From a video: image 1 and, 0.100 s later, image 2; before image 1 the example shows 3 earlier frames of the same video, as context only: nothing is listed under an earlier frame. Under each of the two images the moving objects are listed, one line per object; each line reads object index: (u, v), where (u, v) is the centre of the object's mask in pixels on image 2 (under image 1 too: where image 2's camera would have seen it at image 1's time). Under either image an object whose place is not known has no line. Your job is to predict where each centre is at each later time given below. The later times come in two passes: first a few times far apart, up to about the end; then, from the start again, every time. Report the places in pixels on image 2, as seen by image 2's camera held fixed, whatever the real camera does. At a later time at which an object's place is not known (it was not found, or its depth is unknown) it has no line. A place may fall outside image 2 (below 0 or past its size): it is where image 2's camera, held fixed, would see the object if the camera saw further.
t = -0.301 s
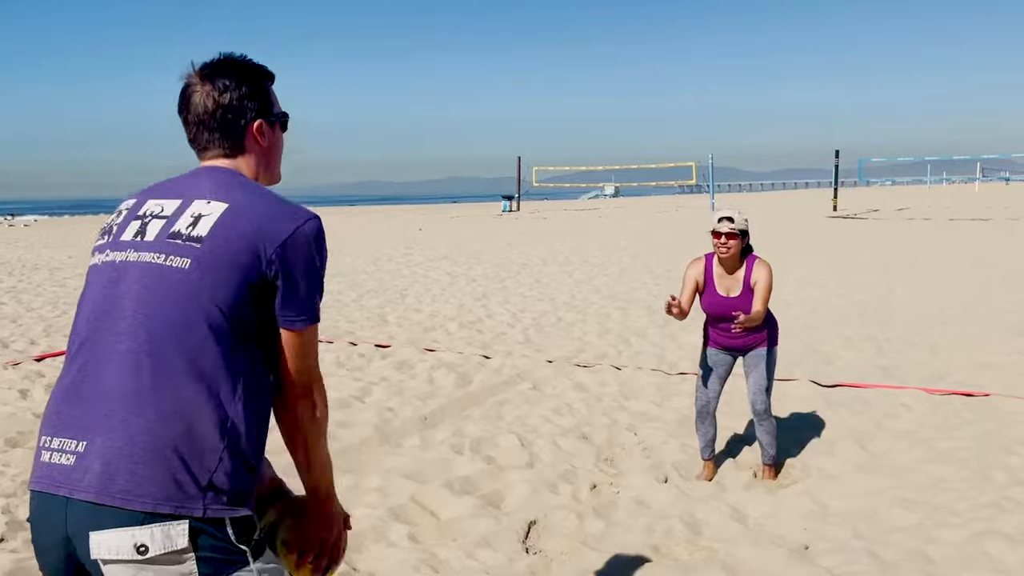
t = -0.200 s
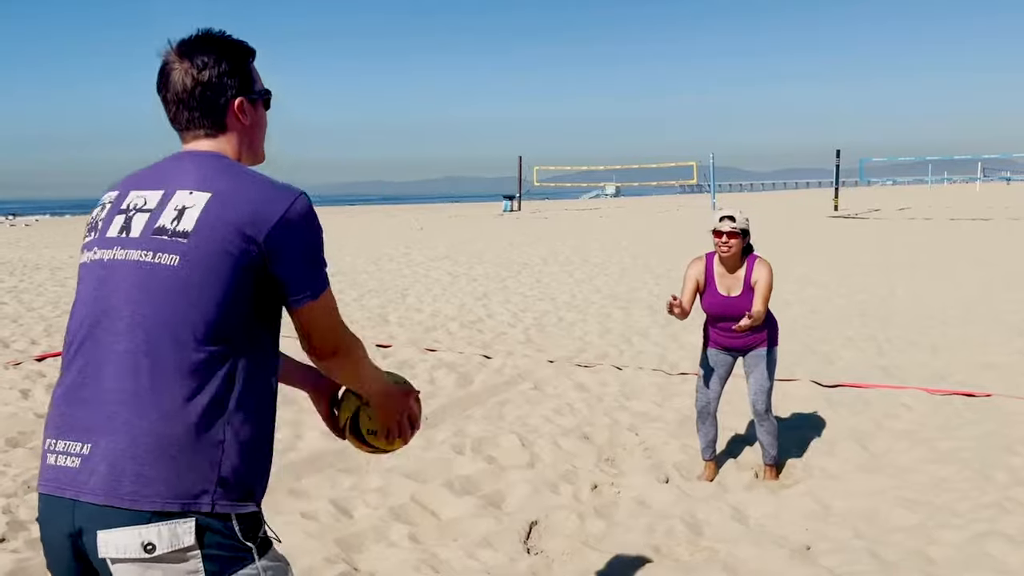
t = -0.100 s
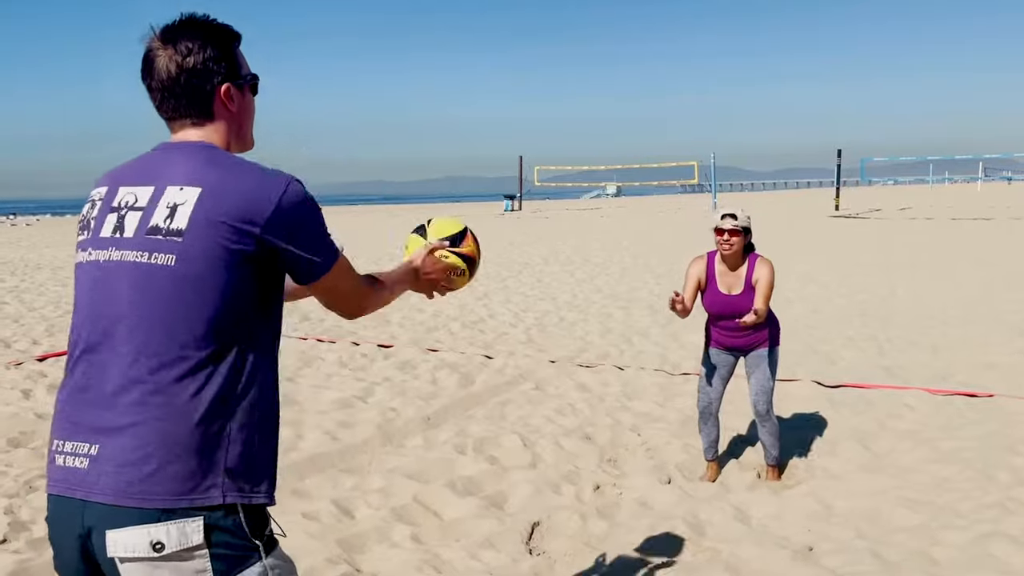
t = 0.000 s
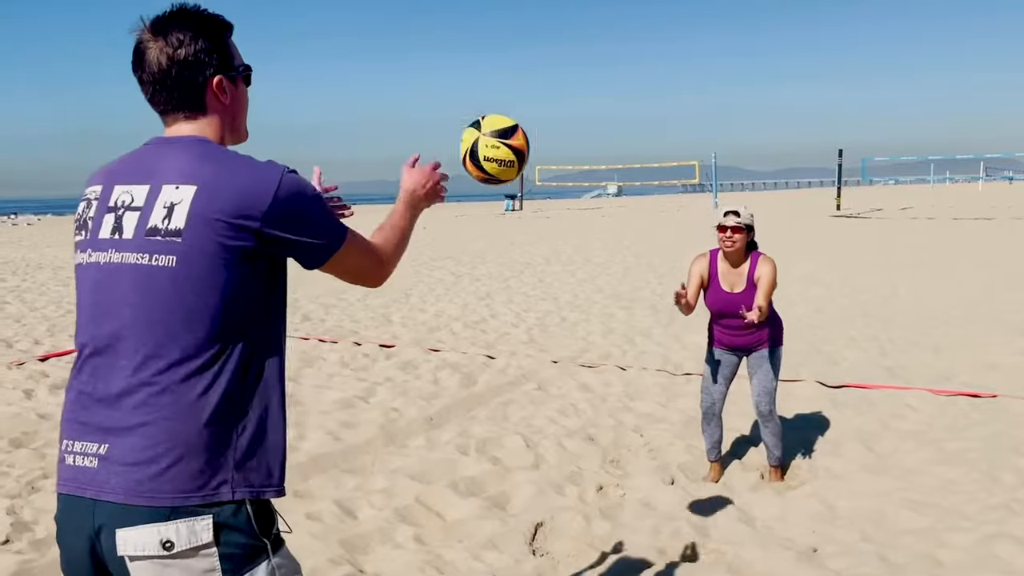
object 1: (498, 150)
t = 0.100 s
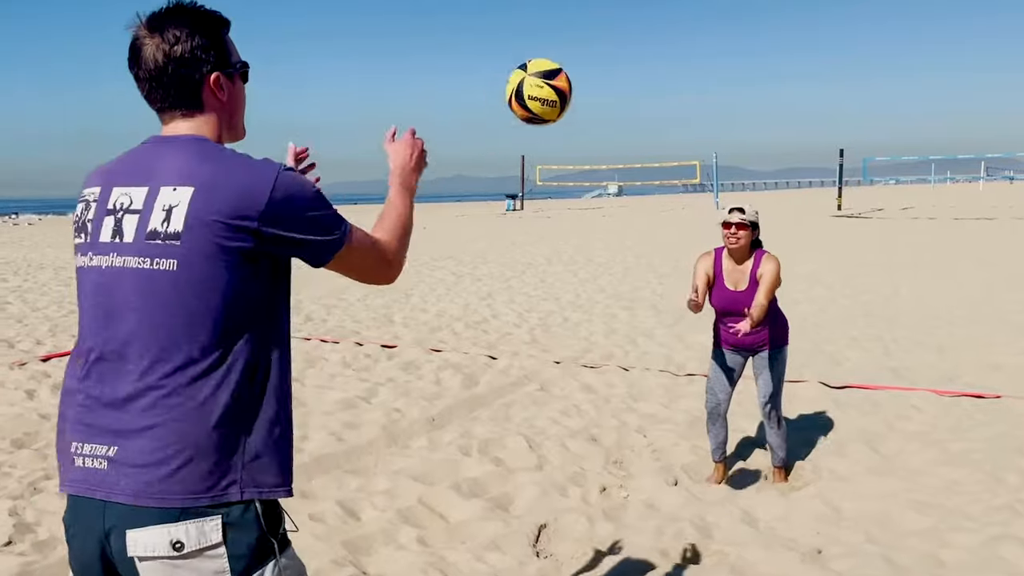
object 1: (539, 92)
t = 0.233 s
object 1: (586, 72)
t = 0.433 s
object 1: (643, 132)
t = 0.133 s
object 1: (551, 81)
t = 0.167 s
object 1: (564, 75)
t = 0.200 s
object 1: (575, 72)
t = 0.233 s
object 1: (586, 72)
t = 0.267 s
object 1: (597, 75)
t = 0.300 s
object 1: (607, 82)
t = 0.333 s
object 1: (617, 91)
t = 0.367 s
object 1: (626, 102)
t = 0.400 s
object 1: (635, 117)
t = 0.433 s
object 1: (643, 132)
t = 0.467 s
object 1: (651, 150)
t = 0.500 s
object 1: (658, 170)
